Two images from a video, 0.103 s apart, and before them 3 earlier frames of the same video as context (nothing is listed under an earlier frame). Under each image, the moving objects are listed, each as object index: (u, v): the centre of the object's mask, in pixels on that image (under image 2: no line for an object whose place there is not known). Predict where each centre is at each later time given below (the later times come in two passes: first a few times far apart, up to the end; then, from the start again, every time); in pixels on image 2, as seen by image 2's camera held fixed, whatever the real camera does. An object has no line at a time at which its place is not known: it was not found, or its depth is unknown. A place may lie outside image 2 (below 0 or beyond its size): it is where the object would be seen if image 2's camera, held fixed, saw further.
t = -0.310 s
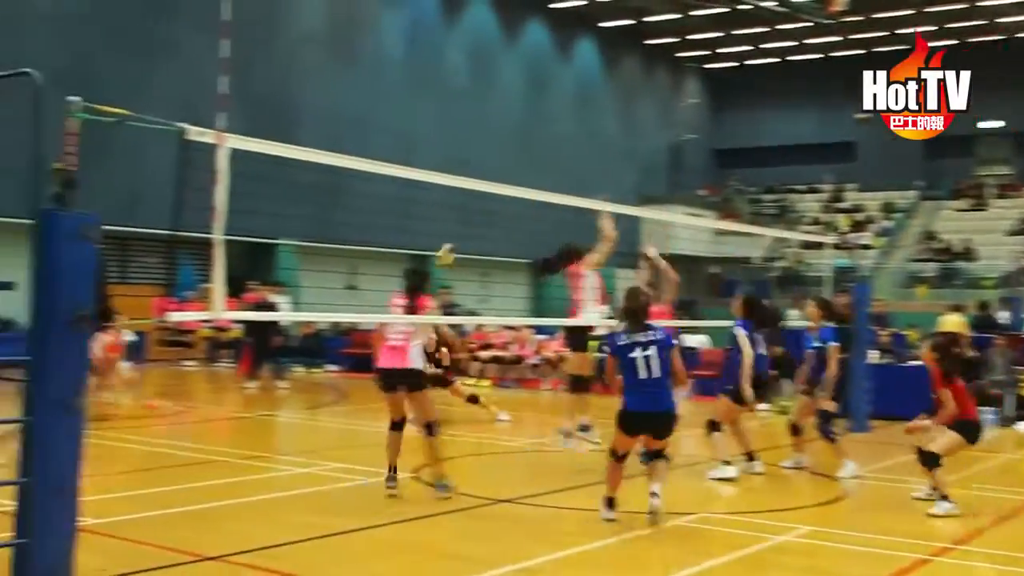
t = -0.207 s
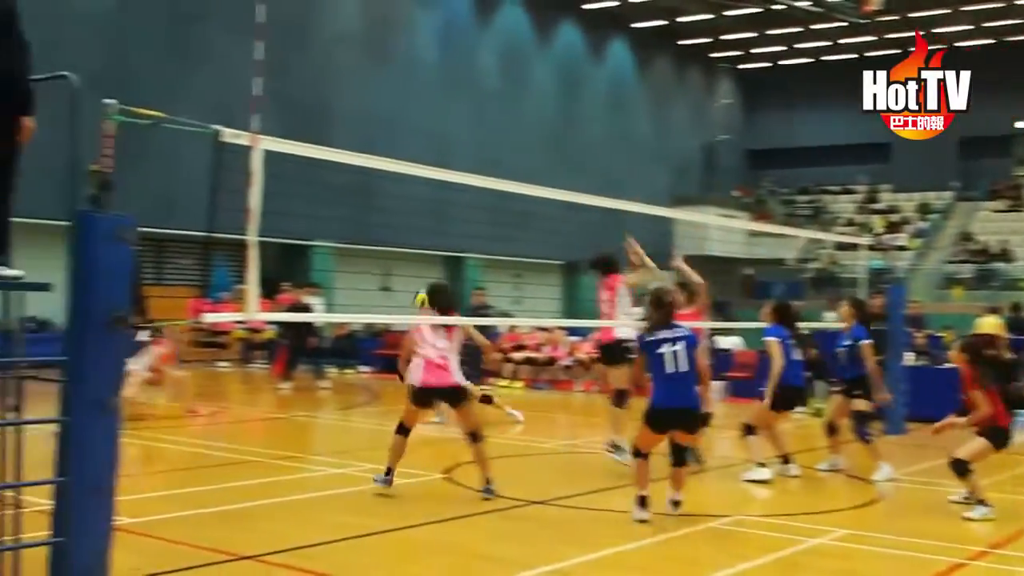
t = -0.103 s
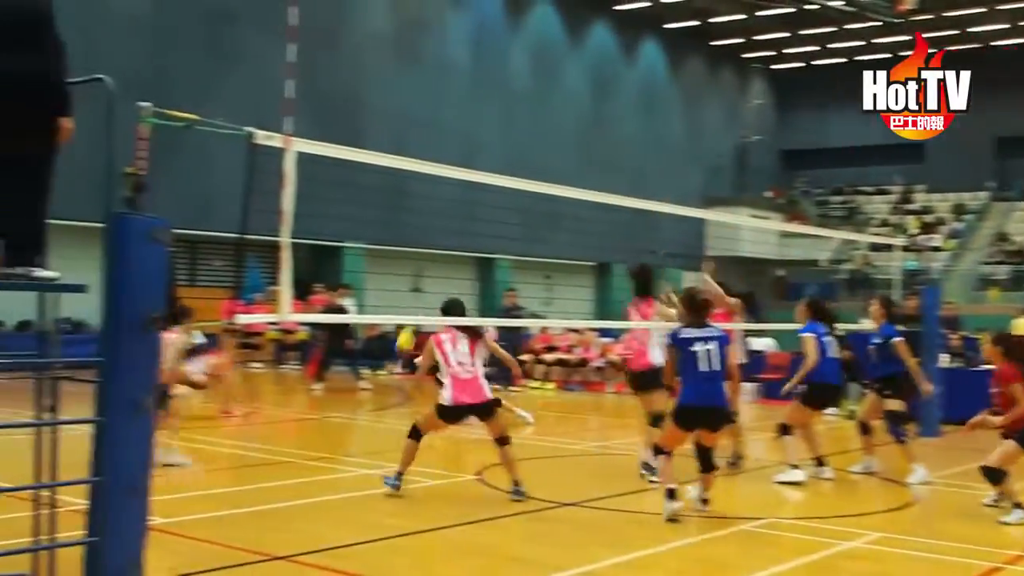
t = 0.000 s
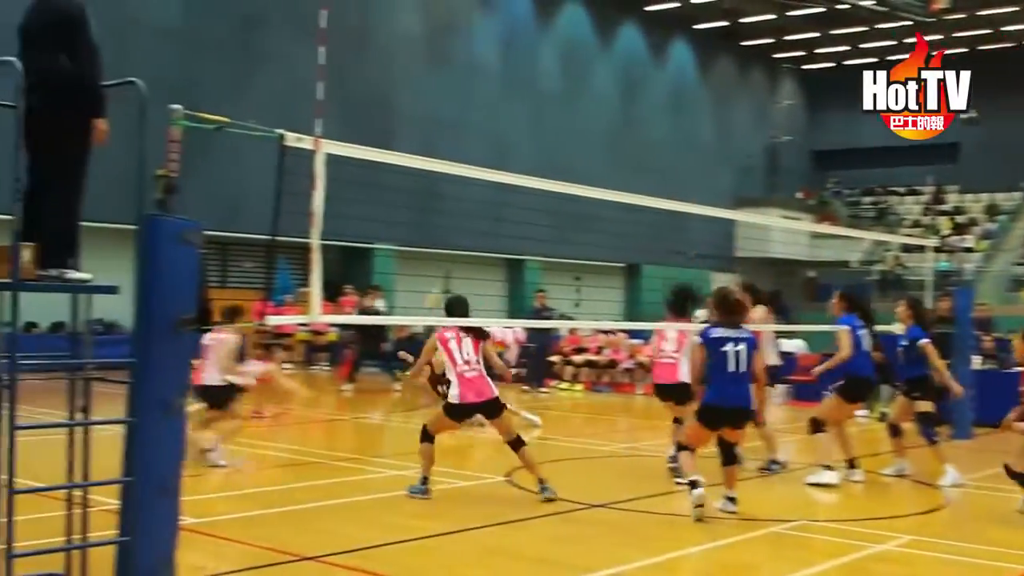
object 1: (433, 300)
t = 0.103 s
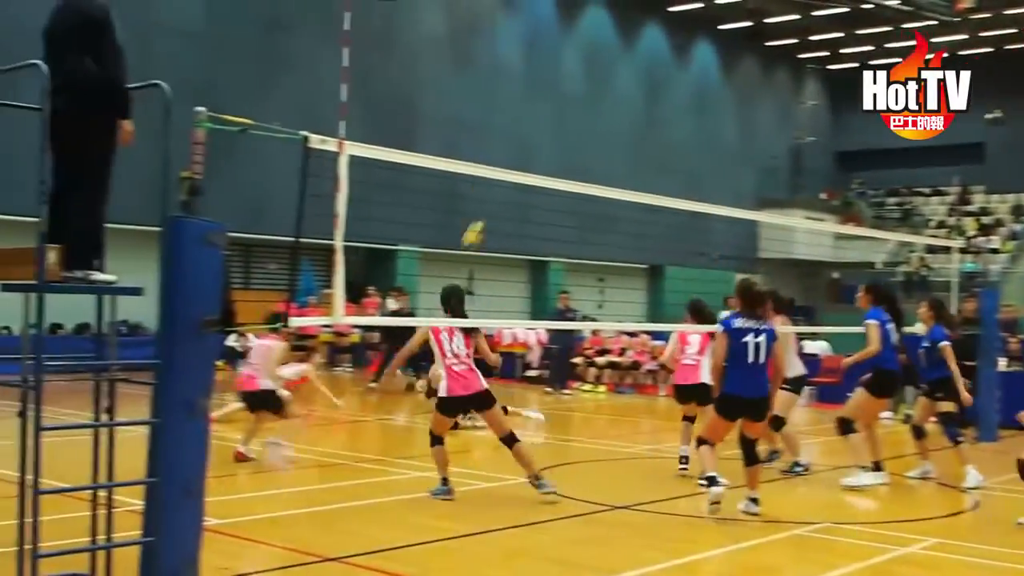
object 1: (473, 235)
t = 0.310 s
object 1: (506, 128)
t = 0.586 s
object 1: (559, 31)
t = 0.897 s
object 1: (615, 11)
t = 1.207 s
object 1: (673, 81)
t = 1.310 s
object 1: (695, 125)
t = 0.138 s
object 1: (479, 216)
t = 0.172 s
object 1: (486, 196)
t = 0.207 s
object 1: (486, 184)
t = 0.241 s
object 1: (497, 157)
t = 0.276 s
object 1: (500, 143)
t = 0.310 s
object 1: (506, 128)
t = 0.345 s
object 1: (512, 115)
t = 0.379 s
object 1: (518, 100)
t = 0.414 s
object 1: (530, 74)
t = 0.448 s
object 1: (535, 63)
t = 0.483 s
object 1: (541, 53)
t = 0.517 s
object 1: (547, 46)
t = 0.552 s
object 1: (553, 38)
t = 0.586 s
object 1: (559, 31)
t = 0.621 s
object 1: (565, 23)
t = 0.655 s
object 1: (571, 19)
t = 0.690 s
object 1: (576, 15)
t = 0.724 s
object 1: (584, 11)
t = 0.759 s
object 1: (589, 9)
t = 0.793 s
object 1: (595, 8)
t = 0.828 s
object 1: (602, 8)
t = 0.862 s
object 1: (609, 9)
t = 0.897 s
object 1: (615, 11)
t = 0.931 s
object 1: (621, 13)
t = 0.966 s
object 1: (626, 16)
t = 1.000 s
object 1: (633, 22)
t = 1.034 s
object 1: (640, 30)
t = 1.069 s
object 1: (646, 36)
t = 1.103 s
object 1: (654, 45)
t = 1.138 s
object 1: (661, 56)
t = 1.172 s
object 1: (668, 66)
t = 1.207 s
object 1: (673, 81)
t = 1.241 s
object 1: (681, 92)
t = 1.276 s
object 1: (688, 110)
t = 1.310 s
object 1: (695, 125)
